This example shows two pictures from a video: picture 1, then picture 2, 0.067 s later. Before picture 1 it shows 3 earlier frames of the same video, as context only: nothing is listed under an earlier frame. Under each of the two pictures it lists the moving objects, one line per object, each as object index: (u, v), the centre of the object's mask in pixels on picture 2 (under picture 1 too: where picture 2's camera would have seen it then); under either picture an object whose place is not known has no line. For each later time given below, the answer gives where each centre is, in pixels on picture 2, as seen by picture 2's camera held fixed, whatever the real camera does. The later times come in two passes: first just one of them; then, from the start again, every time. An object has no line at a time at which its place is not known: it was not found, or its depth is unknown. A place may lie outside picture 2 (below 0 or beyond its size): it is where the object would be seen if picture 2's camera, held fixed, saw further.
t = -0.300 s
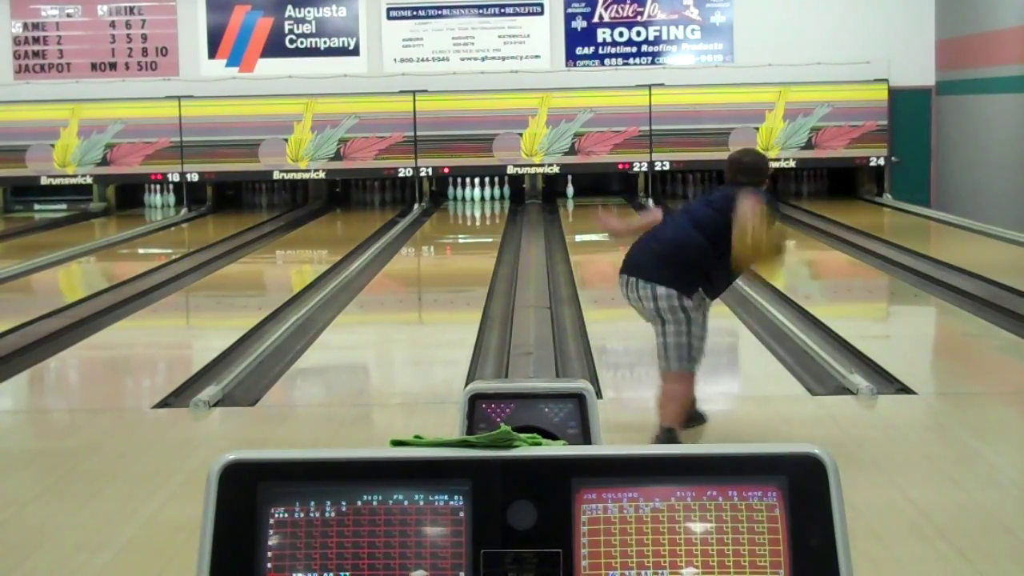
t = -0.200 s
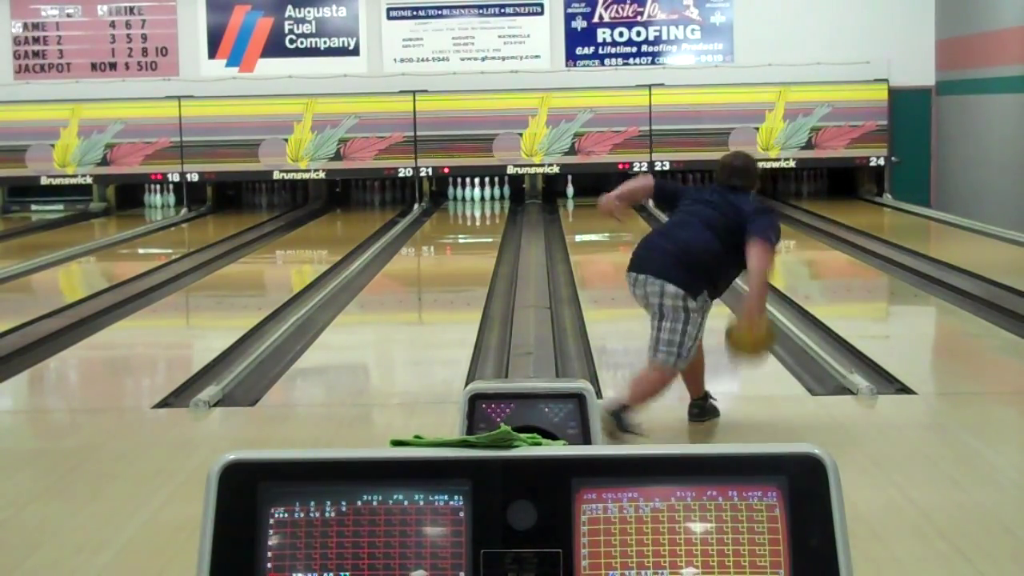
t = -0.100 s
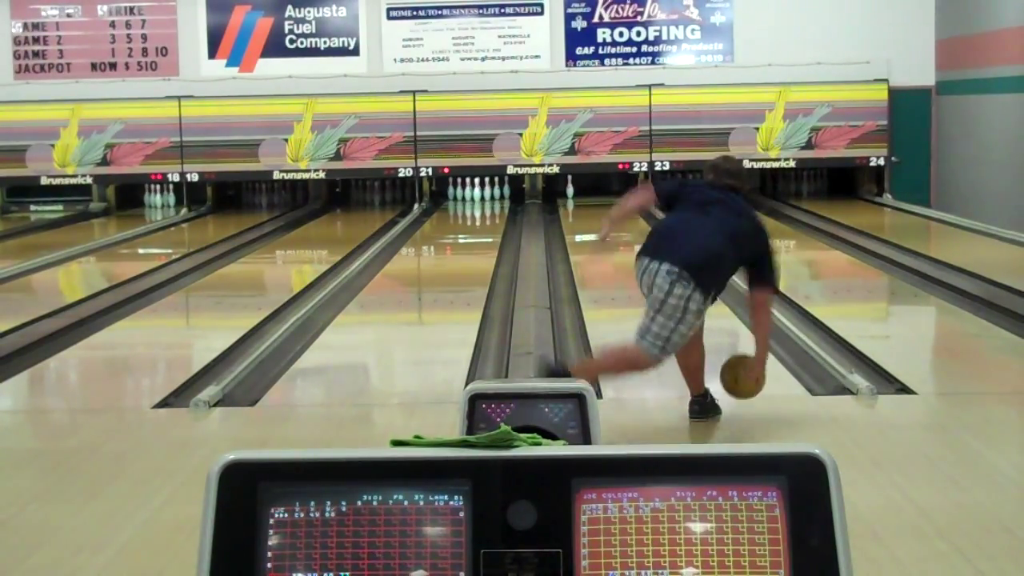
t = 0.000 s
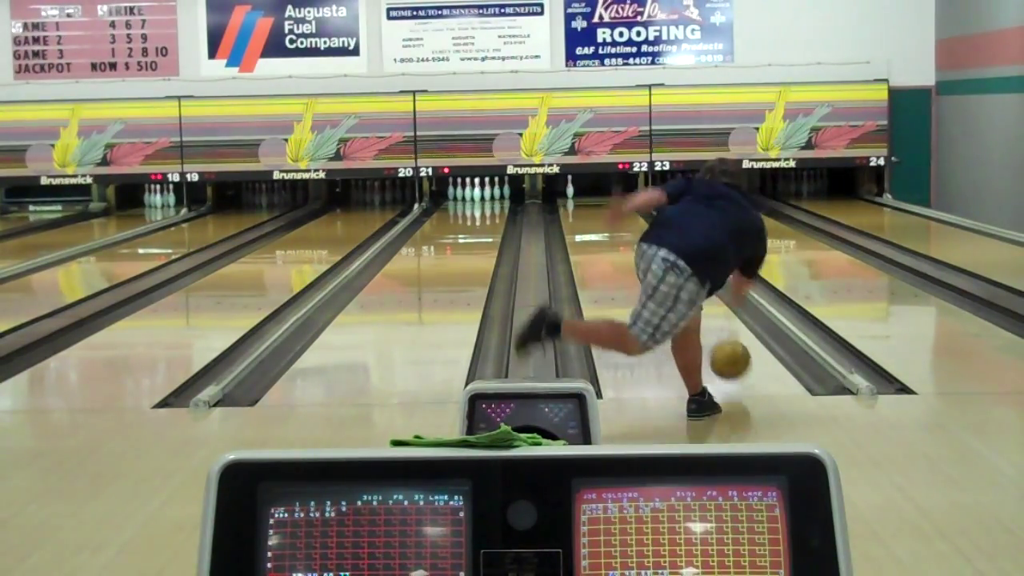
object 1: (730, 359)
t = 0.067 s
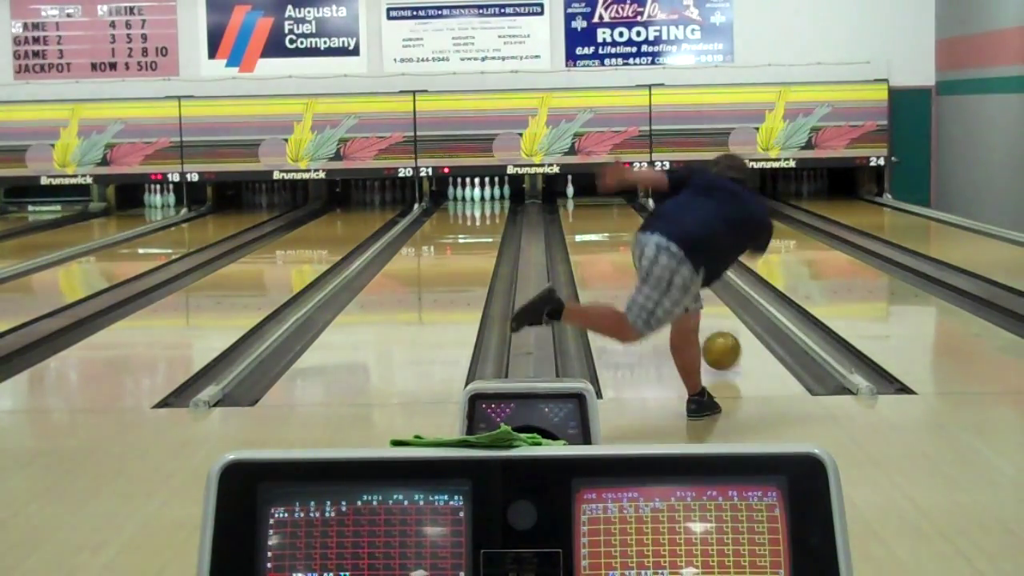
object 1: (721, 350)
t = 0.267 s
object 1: (702, 318)
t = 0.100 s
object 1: (717, 347)
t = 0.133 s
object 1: (713, 340)
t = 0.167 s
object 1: (709, 334)
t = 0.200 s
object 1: (706, 329)
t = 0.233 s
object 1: (704, 323)
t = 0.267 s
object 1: (702, 318)
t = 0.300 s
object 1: (701, 313)
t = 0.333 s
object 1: (700, 309)
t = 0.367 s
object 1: (700, 304)
